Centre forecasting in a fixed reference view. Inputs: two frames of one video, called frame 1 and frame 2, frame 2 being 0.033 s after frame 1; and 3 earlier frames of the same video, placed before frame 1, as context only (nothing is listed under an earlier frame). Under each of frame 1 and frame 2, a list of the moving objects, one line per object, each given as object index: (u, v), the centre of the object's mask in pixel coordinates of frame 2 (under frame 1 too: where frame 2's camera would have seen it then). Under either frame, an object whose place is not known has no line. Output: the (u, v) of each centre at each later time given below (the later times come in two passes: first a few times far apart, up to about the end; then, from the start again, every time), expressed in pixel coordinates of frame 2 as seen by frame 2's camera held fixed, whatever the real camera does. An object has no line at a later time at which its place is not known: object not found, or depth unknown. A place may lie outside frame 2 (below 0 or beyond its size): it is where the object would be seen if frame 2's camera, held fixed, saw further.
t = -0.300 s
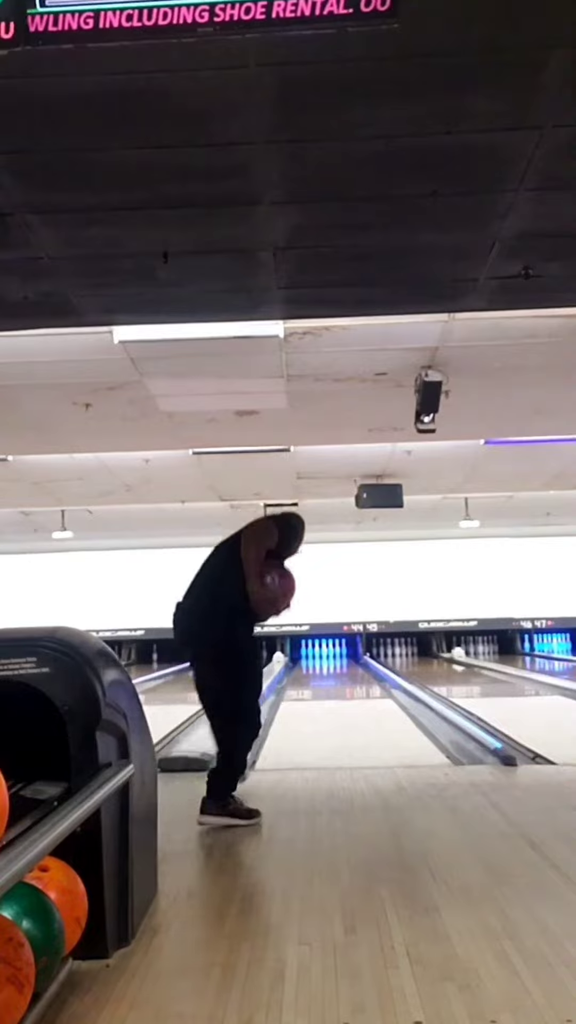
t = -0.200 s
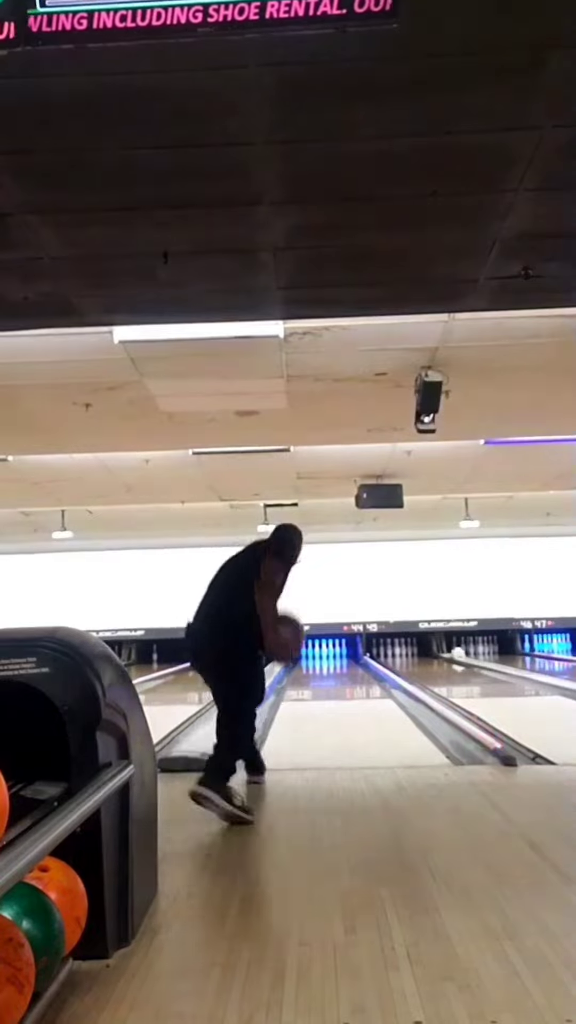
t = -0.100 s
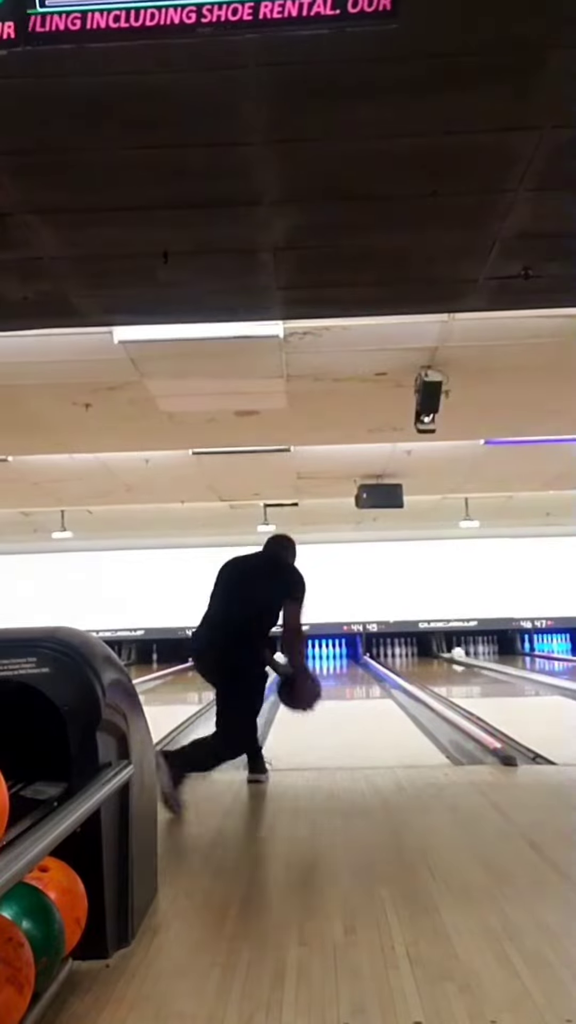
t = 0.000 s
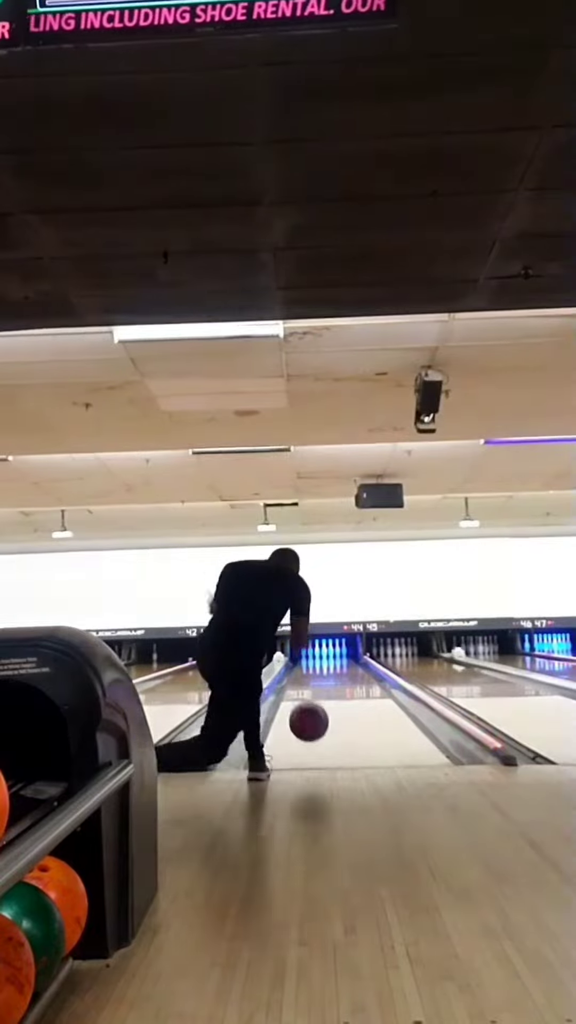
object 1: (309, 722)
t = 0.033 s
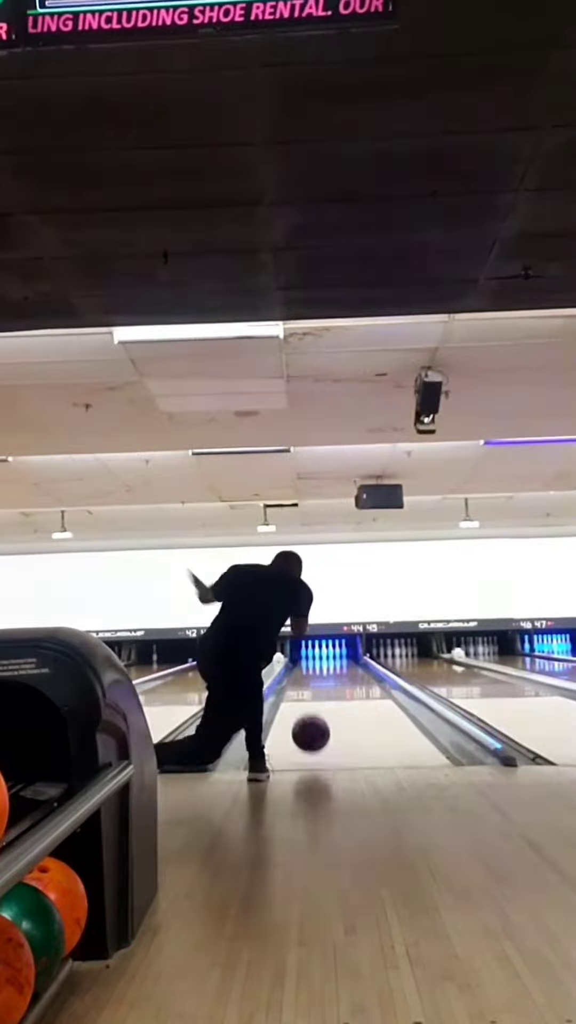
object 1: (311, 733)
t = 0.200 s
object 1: (318, 725)
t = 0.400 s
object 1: (323, 708)
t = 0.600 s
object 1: (327, 696)
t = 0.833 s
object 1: (329, 687)
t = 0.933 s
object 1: (330, 683)
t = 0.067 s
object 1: (312, 738)
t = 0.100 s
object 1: (314, 732)
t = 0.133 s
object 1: (315, 729)
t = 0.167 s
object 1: (316, 726)
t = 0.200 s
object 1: (318, 725)
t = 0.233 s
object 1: (319, 722)
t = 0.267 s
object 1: (320, 718)
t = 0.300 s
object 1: (321, 716)
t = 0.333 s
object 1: (321, 713)
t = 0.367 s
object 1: (322, 710)
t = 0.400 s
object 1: (323, 708)
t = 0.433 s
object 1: (324, 706)
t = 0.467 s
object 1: (324, 704)
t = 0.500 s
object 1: (325, 702)
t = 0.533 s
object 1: (325, 700)
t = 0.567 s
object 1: (326, 698)
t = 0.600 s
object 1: (327, 696)
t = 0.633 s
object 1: (327, 694)
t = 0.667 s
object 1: (328, 692)
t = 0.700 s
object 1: (328, 691)
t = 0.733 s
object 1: (329, 689)
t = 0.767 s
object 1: (329, 688)
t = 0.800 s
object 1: (329, 688)
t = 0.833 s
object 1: (329, 687)
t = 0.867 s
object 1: (330, 685)
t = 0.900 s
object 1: (330, 684)
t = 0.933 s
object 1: (330, 683)
